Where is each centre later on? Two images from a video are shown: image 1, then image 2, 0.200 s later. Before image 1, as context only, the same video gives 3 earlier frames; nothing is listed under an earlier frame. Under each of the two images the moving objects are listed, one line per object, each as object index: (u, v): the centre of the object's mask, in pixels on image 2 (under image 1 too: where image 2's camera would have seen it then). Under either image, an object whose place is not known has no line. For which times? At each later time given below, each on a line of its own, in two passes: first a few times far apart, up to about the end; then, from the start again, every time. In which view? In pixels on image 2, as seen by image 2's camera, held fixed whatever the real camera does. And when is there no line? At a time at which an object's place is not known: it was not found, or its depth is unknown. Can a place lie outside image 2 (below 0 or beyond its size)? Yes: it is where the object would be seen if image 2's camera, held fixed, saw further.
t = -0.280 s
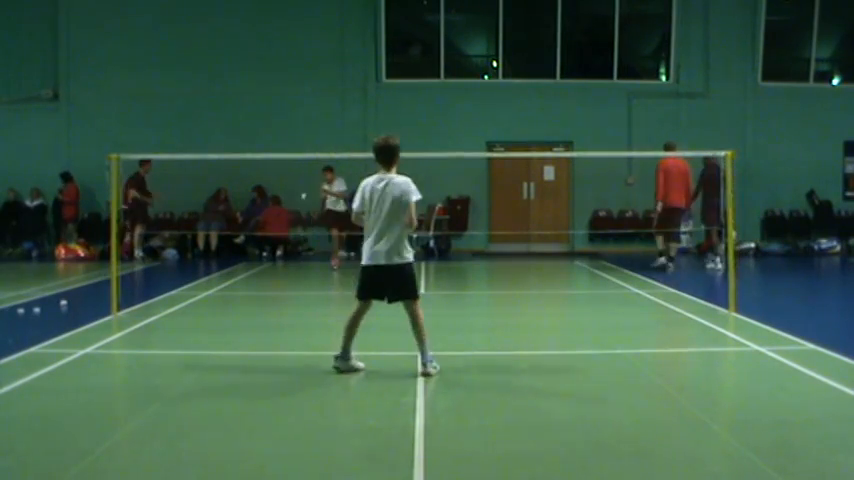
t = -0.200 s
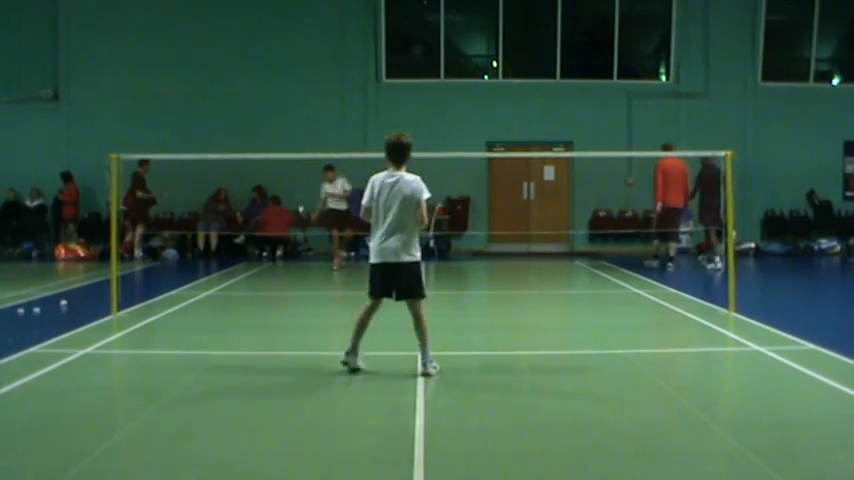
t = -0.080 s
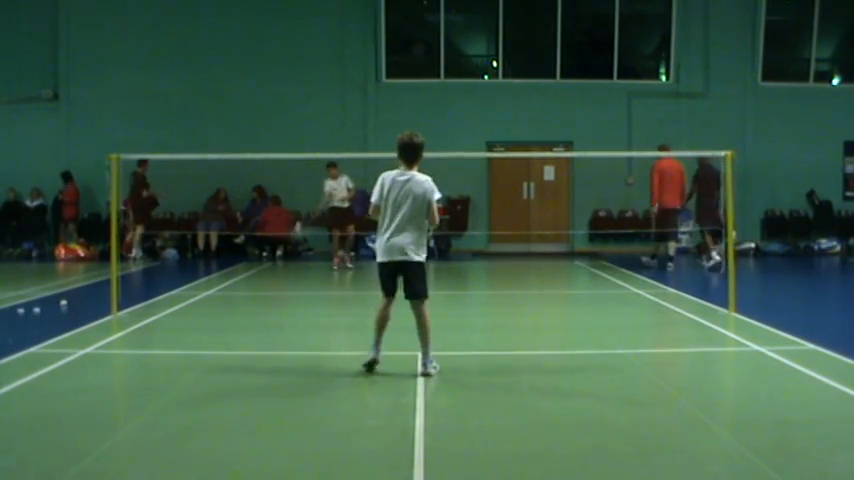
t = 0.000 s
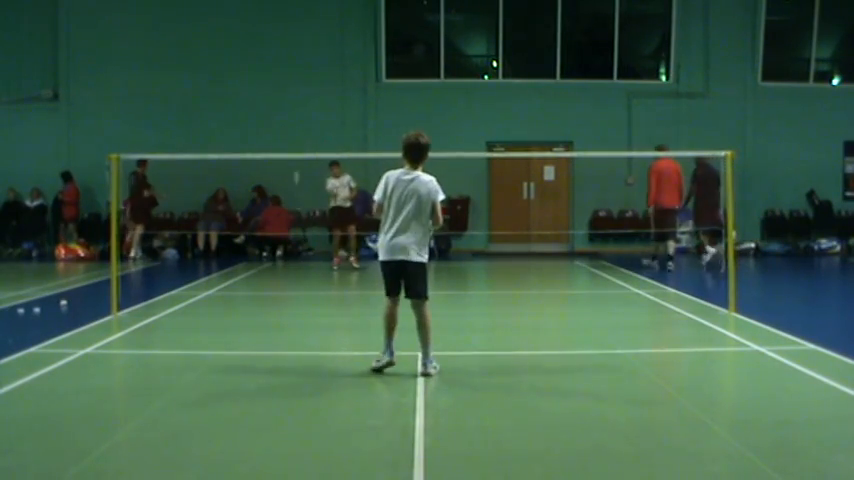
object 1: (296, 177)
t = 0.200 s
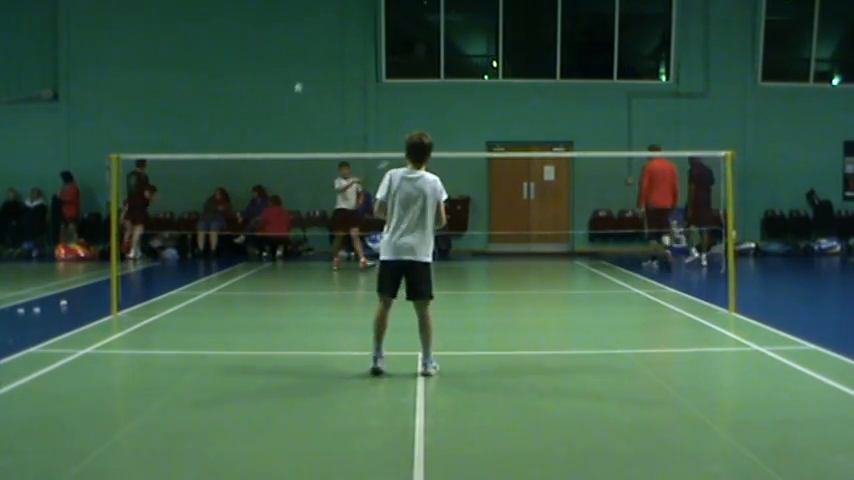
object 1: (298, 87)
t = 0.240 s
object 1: (298, 75)
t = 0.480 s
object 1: (301, 35)
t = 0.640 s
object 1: (302, 43)
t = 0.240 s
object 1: (298, 75)
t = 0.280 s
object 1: (299, 64)
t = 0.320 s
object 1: (299, 54)
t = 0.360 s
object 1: (300, 47)
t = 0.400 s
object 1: (300, 41)
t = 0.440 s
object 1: (301, 38)
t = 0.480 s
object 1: (301, 35)
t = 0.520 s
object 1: (301, 34)
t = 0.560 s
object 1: (302, 35)
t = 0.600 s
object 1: (302, 38)
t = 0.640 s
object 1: (302, 43)
